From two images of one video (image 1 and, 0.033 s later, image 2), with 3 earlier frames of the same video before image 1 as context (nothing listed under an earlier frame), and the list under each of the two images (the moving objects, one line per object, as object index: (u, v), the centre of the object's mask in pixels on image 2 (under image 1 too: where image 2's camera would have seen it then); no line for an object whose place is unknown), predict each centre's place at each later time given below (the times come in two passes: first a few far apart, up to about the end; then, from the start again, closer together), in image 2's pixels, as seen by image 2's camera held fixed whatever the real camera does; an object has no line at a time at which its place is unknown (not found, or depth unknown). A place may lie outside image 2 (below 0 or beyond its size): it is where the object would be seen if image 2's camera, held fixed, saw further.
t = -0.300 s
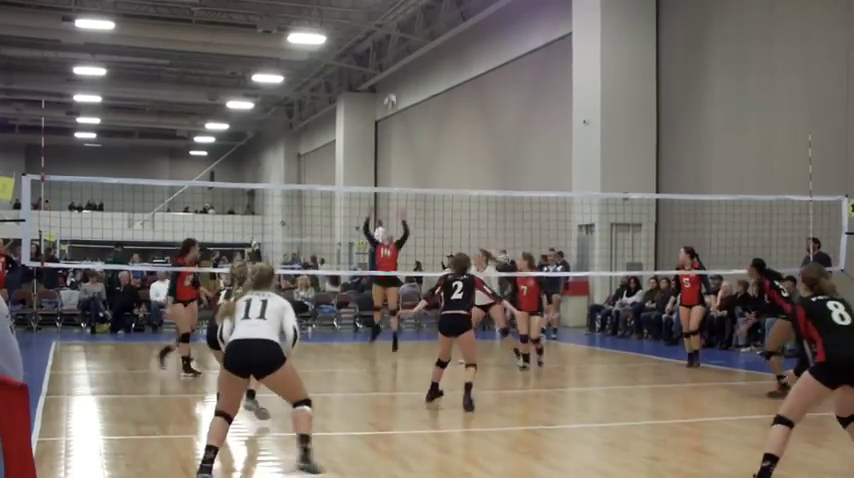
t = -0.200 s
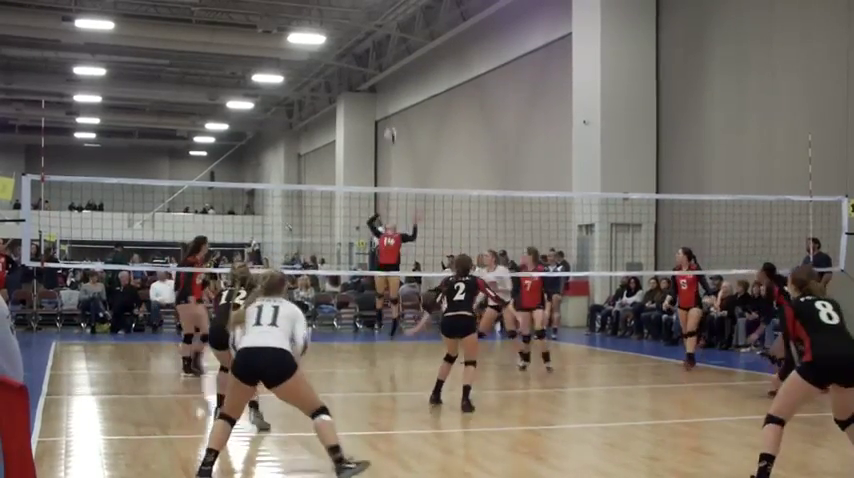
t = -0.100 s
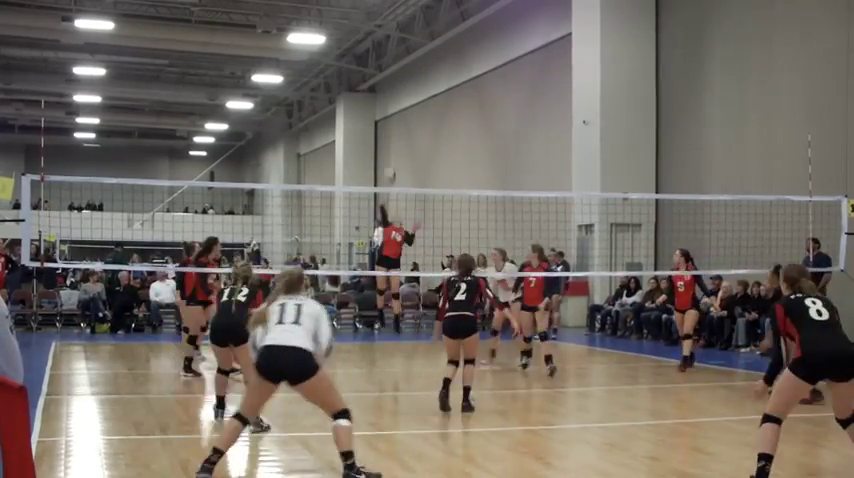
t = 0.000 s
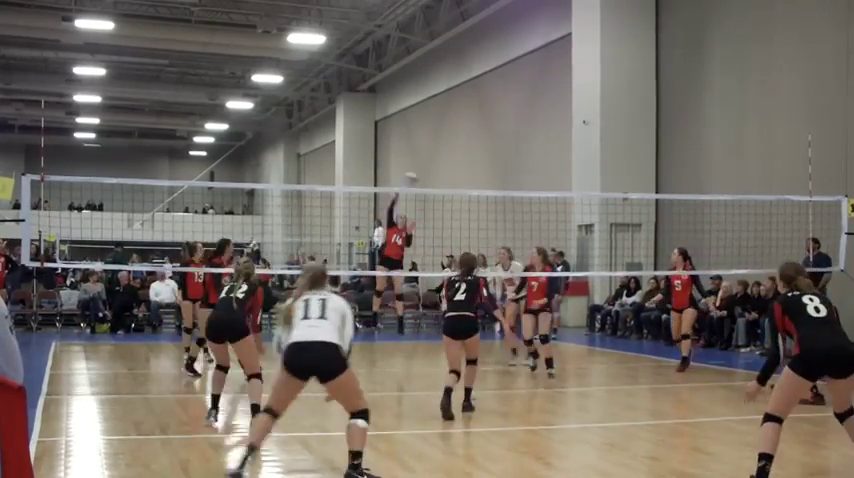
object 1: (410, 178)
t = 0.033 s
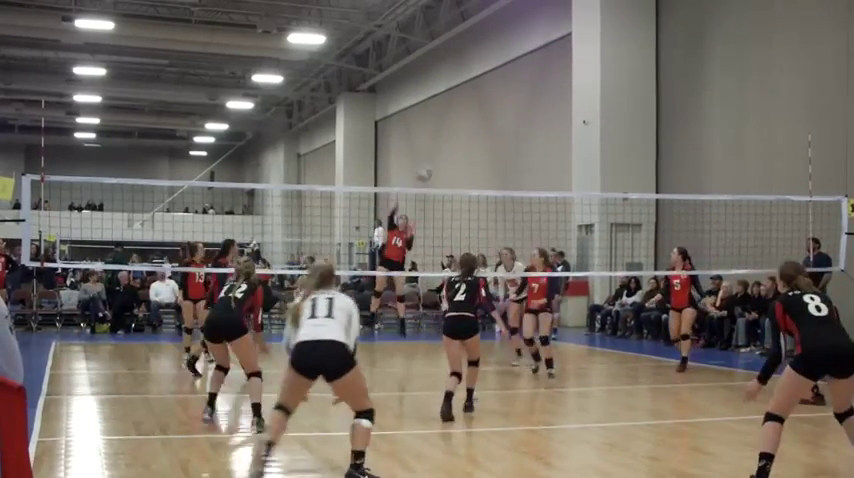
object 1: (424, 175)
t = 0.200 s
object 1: (489, 156)
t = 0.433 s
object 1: (608, 169)
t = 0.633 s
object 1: (751, 234)
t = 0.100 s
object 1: (447, 165)
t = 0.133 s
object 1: (460, 162)
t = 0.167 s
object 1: (474, 158)
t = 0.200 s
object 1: (489, 156)
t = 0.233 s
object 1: (504, 153)
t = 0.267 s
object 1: (518, 154)
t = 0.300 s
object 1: (536, 156)
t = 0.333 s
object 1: (551, 157)
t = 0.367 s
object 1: (570, 159)
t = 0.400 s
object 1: (589, 167)
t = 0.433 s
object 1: (608, 169)
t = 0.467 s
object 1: (629, 176)
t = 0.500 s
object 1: (650, 182)
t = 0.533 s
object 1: (674, 191)
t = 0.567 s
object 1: (699, 206)
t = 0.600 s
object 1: (721, 218)
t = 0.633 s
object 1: (751, 234)
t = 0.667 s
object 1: (777, 252)
